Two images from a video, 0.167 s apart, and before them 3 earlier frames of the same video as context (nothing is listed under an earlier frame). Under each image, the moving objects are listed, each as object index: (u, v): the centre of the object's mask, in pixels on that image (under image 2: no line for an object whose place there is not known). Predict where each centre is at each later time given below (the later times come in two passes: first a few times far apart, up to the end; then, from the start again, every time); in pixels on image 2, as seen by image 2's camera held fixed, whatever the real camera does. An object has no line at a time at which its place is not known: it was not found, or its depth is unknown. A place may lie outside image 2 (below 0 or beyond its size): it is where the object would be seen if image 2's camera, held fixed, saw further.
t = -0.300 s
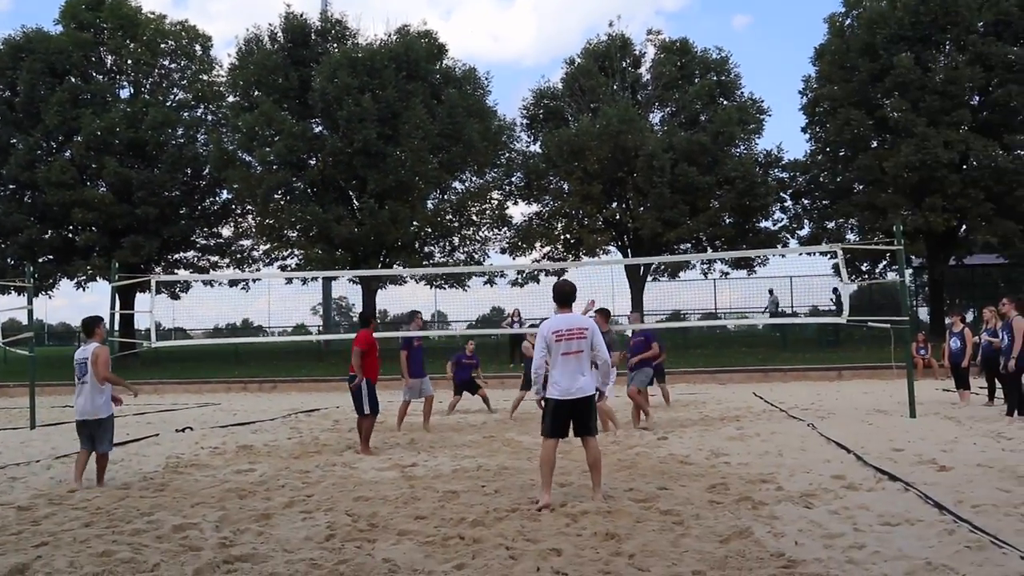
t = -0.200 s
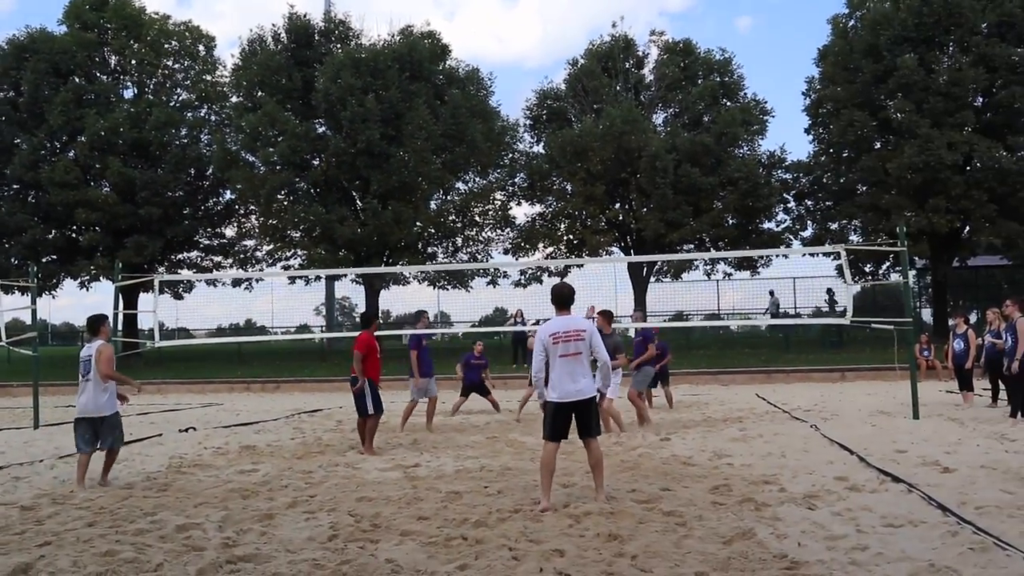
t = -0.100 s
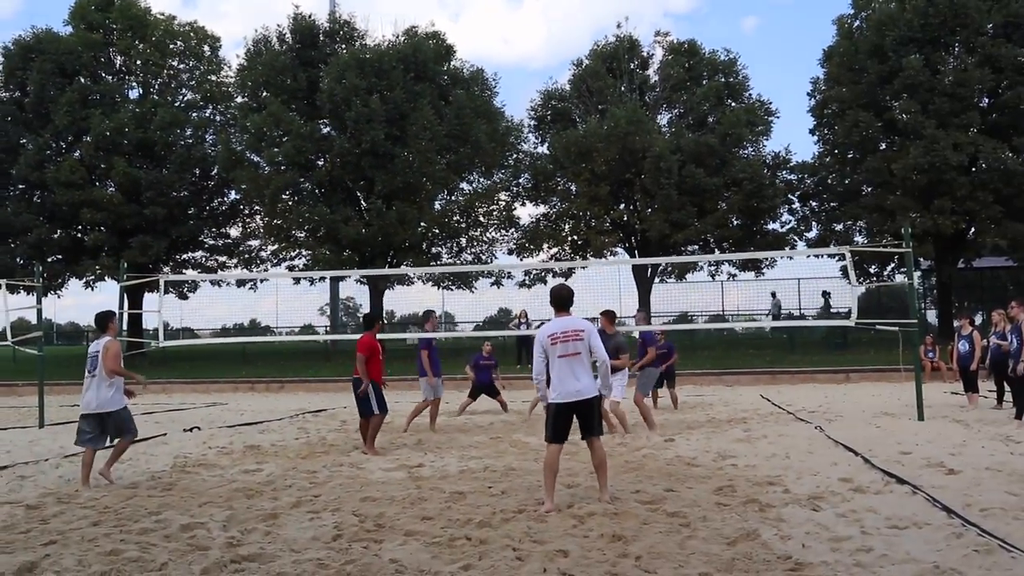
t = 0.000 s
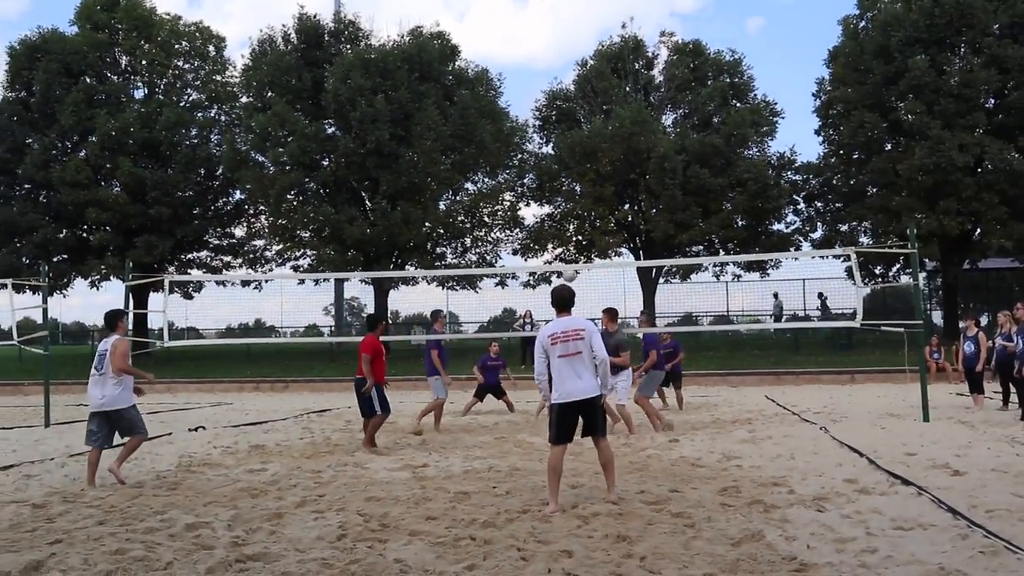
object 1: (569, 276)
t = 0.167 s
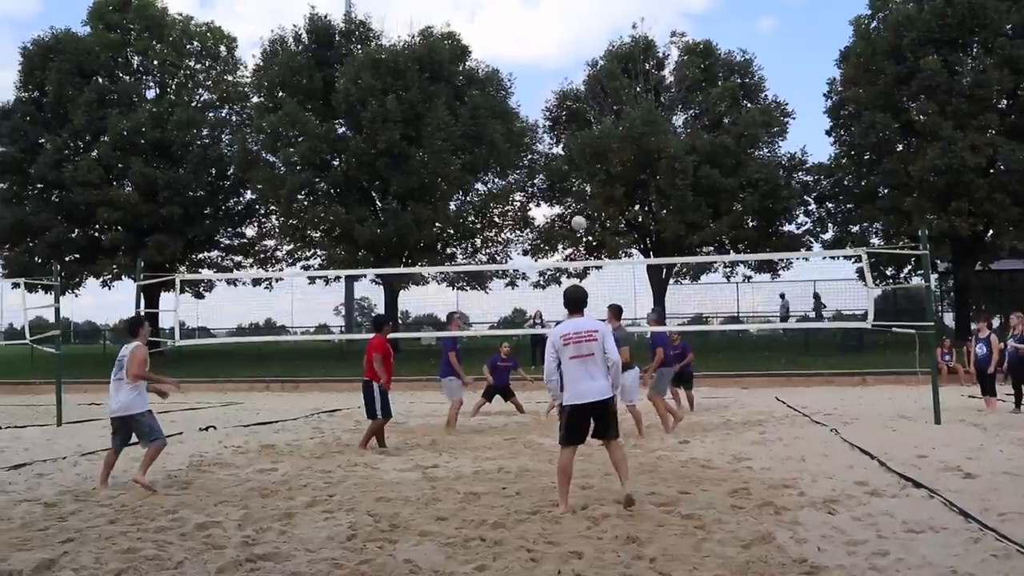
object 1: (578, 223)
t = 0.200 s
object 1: (578, 213)
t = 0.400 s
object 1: (580, 172)
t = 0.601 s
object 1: (582, 154)
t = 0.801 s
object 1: (584, 163)
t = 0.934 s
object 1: (585, 186)
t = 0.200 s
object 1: (578, 213)
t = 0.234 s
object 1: (578, 205)
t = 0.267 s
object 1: (578, 197)
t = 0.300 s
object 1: (580, 190)
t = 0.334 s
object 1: (579, 183)
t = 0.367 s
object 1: (580, 177)
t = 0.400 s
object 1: (580, 172)
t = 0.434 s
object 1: (580, 168)
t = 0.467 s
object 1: (581, 164)
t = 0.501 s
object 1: (581, 160)
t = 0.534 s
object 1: (581, 157)
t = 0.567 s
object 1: (582, 155)
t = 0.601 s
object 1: (582, 154)
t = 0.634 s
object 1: (582, 154)
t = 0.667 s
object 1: (582, 154)
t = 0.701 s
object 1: (583, 155)
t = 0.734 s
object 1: (583, 157)
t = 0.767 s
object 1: (584, 159)
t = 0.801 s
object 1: (584, 163)
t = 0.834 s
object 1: (584, 168)
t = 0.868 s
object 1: (584, 173)
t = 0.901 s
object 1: (584, 179)
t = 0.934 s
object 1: (585, 186)
